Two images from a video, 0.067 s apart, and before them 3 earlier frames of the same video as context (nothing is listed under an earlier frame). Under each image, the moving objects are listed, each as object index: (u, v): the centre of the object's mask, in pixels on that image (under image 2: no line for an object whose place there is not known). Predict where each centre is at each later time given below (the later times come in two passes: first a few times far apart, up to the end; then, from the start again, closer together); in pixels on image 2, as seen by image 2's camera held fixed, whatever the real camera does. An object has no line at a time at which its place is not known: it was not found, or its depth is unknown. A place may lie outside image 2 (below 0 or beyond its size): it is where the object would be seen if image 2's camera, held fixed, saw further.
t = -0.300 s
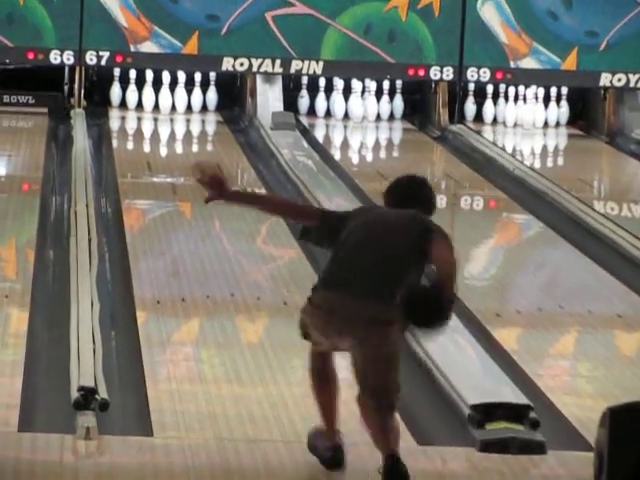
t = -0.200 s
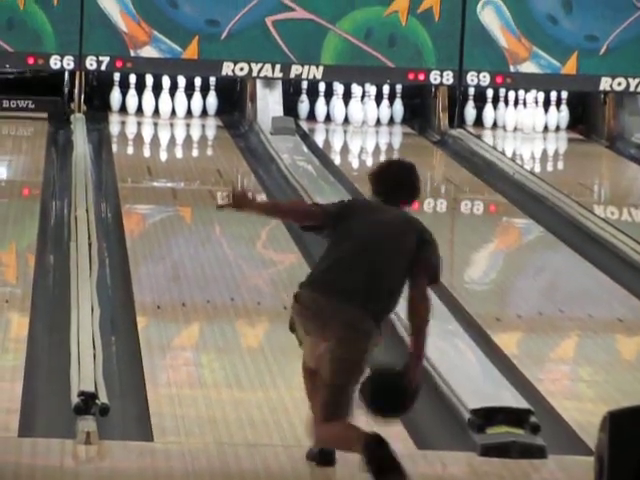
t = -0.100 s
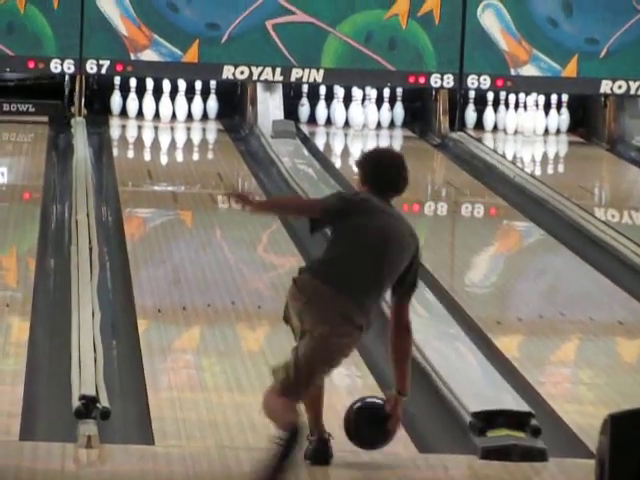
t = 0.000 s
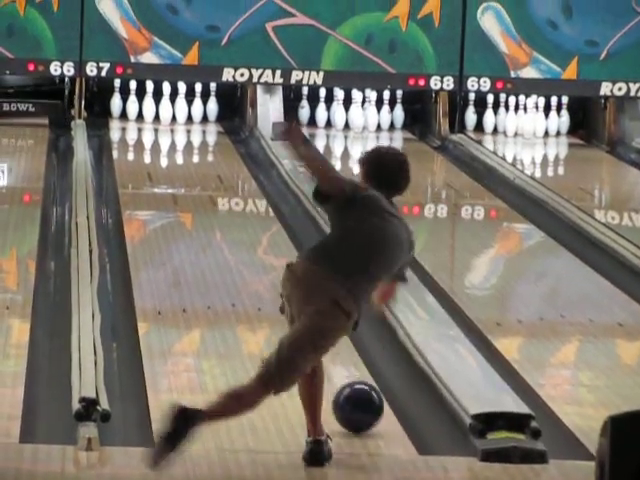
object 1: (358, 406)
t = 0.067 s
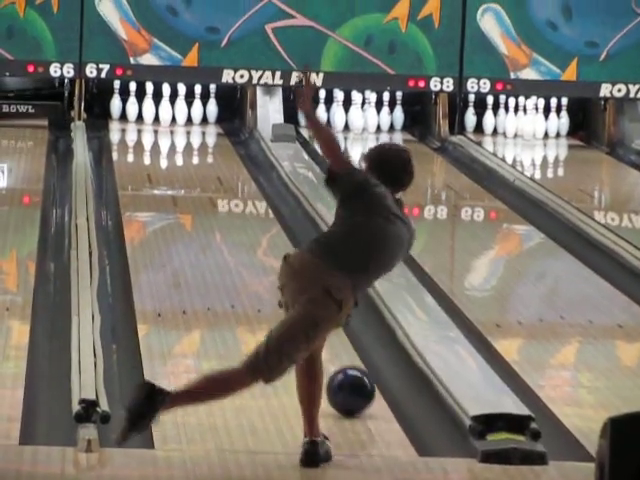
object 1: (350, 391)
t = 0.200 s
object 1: (340, 359)
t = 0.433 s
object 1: (334, 312)
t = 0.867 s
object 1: (278, 232)
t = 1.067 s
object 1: (274, 217)
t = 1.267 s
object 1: (263, 196)
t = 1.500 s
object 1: (251, 175)
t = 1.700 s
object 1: (238, 160)
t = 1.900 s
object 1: (223, 146)
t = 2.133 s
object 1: (204, 132)
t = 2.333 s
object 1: (185, 123)
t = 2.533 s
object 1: (174, 115)
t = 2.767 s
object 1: (164, 109)
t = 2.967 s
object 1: (152, 114)
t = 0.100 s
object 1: (347, 382)
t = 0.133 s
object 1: (343, 373)
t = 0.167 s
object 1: (341, 365)
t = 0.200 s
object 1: (340, 359)
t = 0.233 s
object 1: (339, 351)
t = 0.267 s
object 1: (340, 344)
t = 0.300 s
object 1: (339, 336)
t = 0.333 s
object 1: (338, 332)
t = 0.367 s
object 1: (337, 321)
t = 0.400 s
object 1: (336, 315)
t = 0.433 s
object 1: (334, 312)
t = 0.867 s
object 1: (278, 232)
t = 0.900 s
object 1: (276, 230)
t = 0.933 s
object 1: (276, 227)
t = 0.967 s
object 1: (276, 224)
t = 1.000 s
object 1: (274, 222)
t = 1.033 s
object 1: (274, 220)
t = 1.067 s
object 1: (274, 217)
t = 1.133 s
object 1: (271, 210)
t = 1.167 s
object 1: (269, 206)
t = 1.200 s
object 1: (268, 203)
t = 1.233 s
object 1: (267, 200)
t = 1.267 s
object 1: (263, 196)
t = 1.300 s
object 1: (262, 193)
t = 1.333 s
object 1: (260, 189)
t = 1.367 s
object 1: (258, 187)
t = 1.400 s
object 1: (256, 183)
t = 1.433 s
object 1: (255, 181)
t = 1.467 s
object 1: (253, 178)
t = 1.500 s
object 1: (251, 175)
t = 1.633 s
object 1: (240, 161)
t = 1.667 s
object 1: (240, 162)
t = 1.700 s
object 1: (238, 160)
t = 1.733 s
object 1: (236, 157)
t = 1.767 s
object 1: (233, 155)
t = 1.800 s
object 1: (231, 153)
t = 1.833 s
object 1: (228, 151)
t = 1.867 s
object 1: (226, 149)
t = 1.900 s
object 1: (223, 146)
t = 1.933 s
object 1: (221, 144)
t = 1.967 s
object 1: (218, 142)
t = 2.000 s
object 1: (215, 140)
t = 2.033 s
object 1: (212, 137)
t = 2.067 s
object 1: (210, 135)
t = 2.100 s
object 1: (207, 134)
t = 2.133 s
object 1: (204, 132)
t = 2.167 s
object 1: (200, 130)
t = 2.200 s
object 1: (198, 129)
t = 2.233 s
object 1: (195, 127)
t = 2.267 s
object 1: (191, 126)
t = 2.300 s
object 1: (189, 124)
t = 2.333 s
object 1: (185, 123)
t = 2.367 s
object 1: (182, 121)
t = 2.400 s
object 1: (180, 119)
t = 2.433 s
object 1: (177, 118)
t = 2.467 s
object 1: (176, 116)
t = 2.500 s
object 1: (176, 116)
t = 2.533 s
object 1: (174, 115)
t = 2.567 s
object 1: (172, 114)
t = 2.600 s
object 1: (172, 113)
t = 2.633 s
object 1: (170, 112)
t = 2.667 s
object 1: (169, 112)
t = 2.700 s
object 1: (167, 110)
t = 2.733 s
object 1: (165, 110)
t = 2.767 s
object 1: (164, 109)
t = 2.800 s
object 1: (162, 109)
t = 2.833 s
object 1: (159, 109)
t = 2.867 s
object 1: (158, 110)
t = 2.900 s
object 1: (158, 109)
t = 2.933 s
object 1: (156, 112)
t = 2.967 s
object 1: (152, 114)
